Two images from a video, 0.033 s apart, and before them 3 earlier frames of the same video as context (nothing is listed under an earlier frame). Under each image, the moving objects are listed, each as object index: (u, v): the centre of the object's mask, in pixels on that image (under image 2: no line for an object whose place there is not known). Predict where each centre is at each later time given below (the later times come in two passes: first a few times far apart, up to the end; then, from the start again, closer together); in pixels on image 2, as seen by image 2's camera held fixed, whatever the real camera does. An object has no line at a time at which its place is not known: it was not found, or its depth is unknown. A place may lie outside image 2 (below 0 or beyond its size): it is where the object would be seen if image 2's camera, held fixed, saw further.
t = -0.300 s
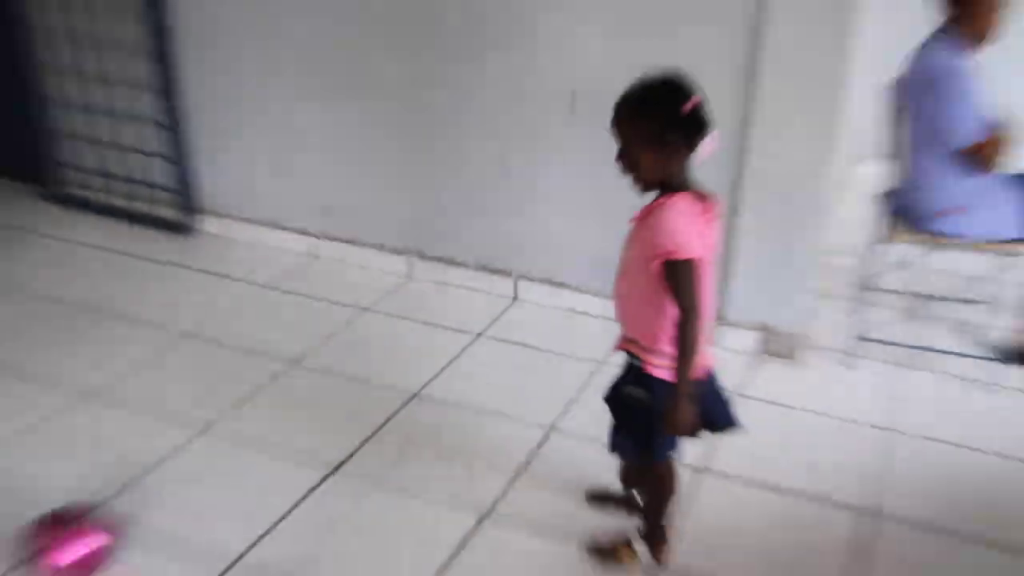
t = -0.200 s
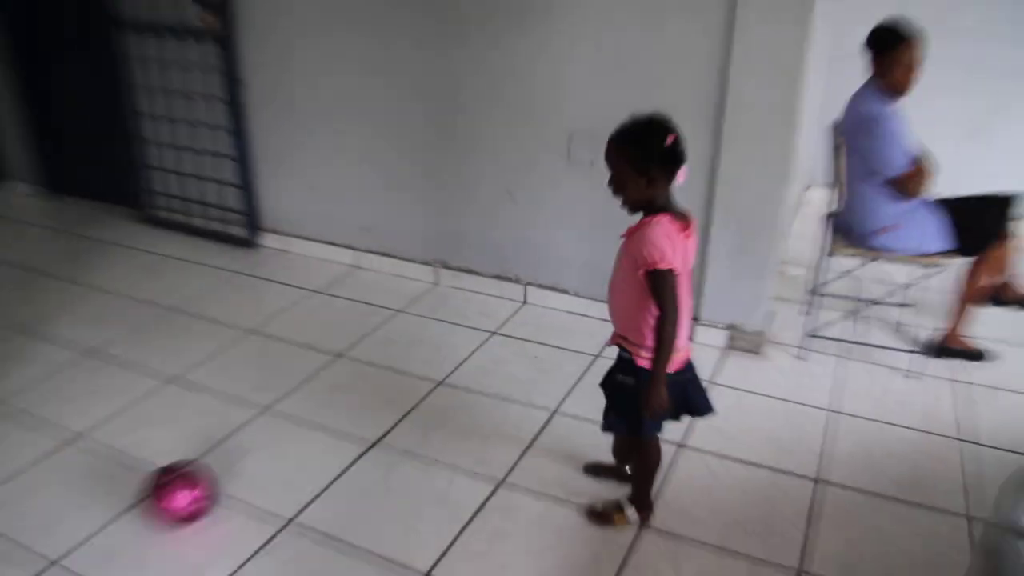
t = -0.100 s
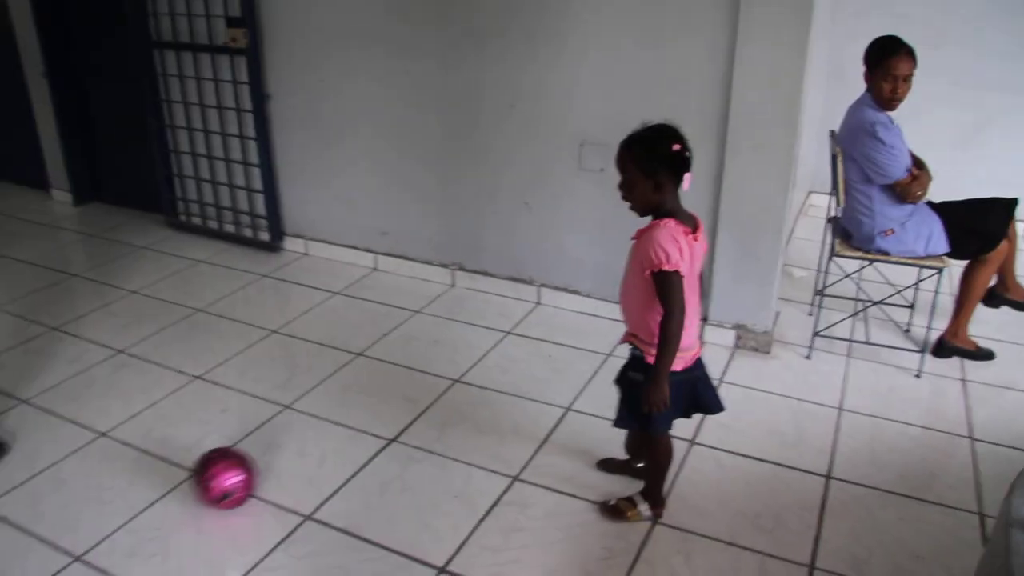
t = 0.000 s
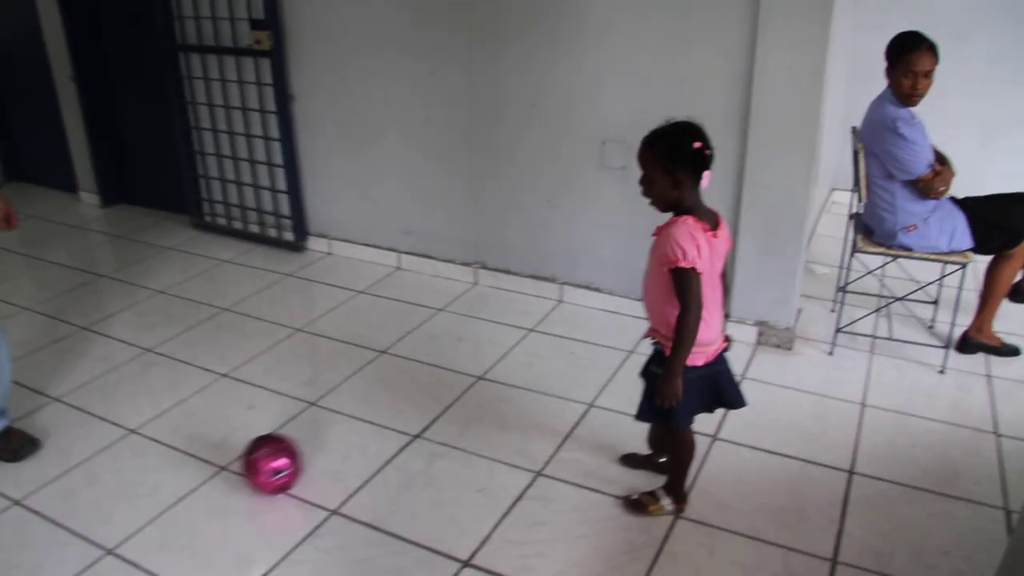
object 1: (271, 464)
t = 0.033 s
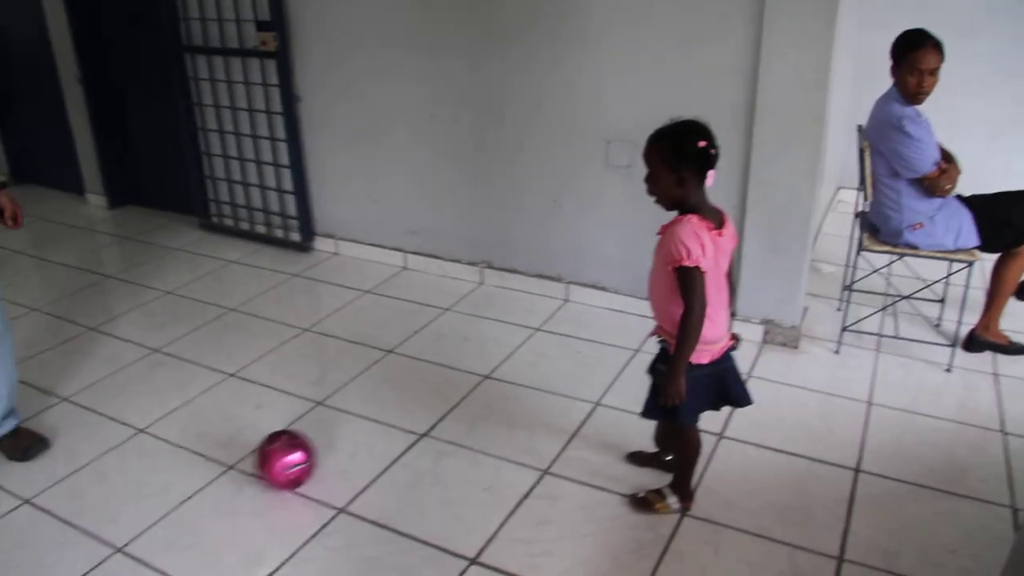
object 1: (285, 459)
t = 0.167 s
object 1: (308, 448)
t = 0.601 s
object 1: (373, 413)
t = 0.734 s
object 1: (391, 403)
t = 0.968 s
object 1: (419, 386)
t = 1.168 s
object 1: (444, 372)
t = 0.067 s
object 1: (292, 457)
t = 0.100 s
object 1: (296, 454)
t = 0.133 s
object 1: (302, 451)
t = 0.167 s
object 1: (308, 448)
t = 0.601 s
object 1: (373, 413)
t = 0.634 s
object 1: (378, 410)
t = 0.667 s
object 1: (381, 408)
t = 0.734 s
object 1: (391, 403)
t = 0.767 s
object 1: (395, 400)
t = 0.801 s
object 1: (399, 397)
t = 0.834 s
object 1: (403, 395)
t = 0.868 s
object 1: (408, 393)
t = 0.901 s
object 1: (412, 390)
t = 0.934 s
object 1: (416, 388)
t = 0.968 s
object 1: (419, 386)
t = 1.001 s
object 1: (423, 384)
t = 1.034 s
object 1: (428, 380)
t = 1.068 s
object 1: (433, 378)
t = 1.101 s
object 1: (437, 375)
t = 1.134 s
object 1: (440, 373)
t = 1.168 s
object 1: (444, 372)
